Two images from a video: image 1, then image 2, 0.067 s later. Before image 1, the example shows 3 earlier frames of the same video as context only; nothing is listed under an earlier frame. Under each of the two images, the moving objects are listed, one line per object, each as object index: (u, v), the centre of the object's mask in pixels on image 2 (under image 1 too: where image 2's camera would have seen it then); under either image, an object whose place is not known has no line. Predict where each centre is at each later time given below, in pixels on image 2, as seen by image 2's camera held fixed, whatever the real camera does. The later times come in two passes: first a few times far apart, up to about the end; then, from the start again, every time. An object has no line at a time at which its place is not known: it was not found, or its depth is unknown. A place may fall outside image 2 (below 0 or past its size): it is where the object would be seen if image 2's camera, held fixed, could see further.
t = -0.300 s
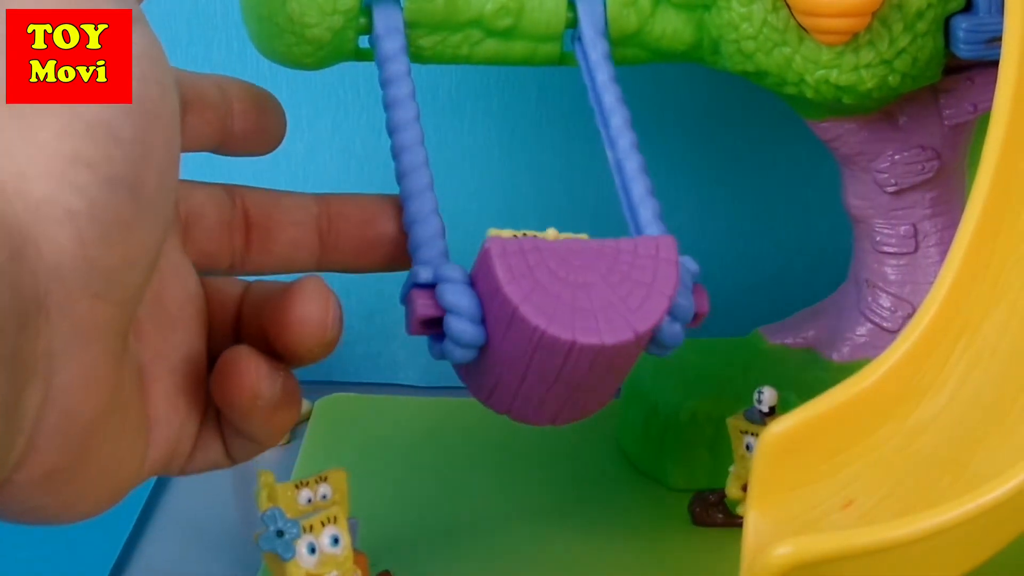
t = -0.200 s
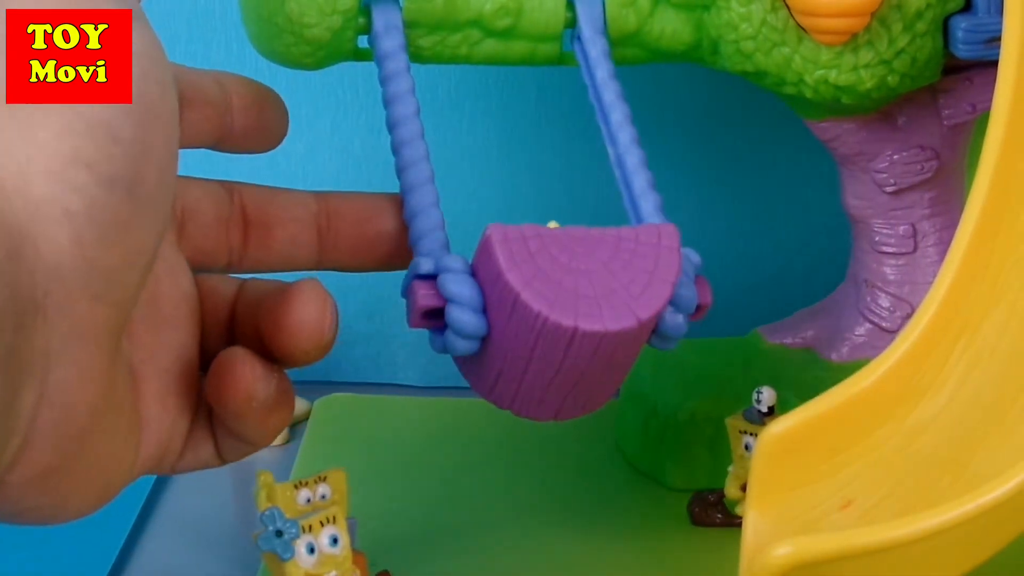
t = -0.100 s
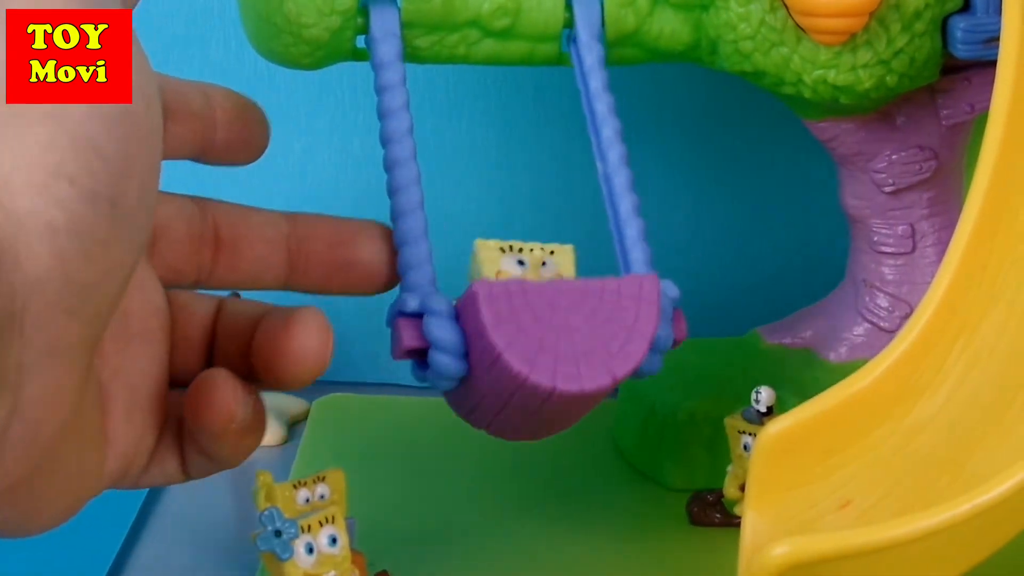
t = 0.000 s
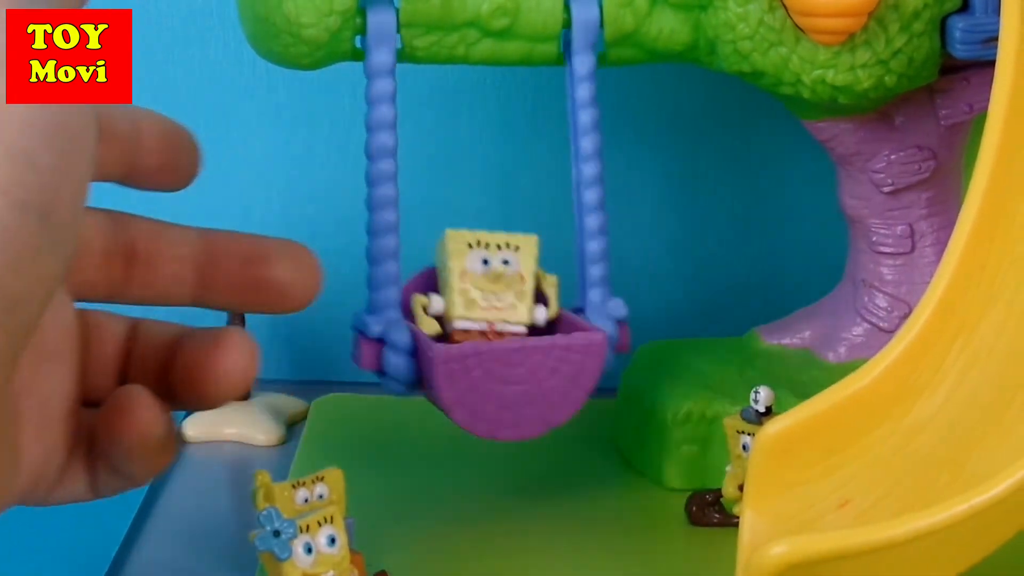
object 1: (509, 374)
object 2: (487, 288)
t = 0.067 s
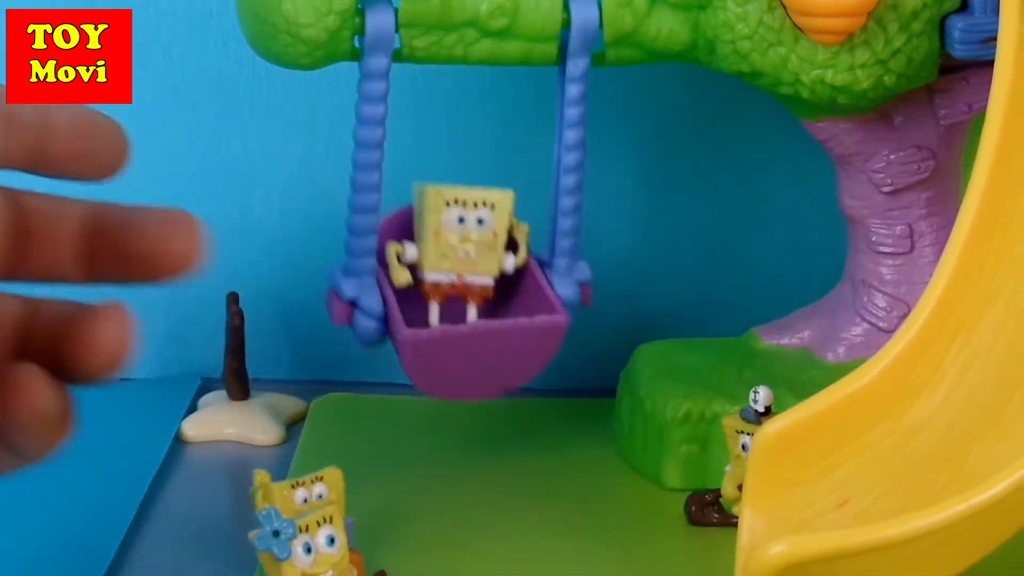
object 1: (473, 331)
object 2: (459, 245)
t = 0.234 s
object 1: (522, 378)
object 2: (495, 284)
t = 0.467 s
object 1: (525, 378)
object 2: (498, 286)
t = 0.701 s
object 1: (486, 346)
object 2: (469, 252)
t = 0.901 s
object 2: (510, 282)
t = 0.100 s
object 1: (471, 322)
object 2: (458, 230)
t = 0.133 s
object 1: (479, 335)
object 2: (464, 240)
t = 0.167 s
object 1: (490, 353)
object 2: (472, 258)
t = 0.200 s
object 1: (505, 367)
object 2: (483, 275)
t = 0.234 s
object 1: (522, 378)
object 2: (495, 284)
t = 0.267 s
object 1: (531, 376)
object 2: (505, 286)
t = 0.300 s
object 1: (537, 371)
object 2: (511, 281)
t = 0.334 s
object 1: (541, 366)
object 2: (515, 277)
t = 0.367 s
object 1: (541, 366)
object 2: (516, 276)
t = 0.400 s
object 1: (538, 369)
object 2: (512, 280)
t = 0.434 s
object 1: (532, 375)
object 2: (506, 284)
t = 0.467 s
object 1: (525, 378)
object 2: (498, 286)
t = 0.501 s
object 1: (510, 372)
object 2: (488, 281)
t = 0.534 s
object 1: (497, 361)
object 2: (478, 268)
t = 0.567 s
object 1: (486, 347)
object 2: (469, 255)
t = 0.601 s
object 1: (481, 337)
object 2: (464, 245)
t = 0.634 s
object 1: (478, 333)
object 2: (462, 240)
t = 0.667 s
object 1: (481, 337)
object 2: (464, 243)
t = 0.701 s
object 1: (486, 346)
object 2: (469, 252)
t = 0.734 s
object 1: (496, 358)
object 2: (477, 265)
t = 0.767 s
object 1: (508, 369)
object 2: (486, 277)
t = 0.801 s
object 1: (519, 375)
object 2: (495, 284)
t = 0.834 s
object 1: (529, 377)
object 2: (503, 286)
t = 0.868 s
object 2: (507, 284)
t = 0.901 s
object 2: (510, 282)
